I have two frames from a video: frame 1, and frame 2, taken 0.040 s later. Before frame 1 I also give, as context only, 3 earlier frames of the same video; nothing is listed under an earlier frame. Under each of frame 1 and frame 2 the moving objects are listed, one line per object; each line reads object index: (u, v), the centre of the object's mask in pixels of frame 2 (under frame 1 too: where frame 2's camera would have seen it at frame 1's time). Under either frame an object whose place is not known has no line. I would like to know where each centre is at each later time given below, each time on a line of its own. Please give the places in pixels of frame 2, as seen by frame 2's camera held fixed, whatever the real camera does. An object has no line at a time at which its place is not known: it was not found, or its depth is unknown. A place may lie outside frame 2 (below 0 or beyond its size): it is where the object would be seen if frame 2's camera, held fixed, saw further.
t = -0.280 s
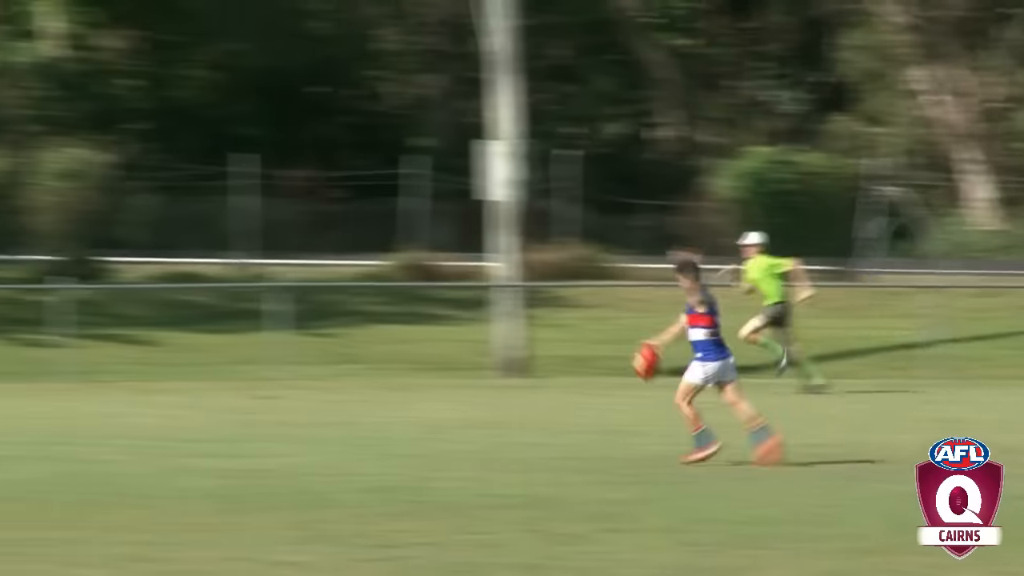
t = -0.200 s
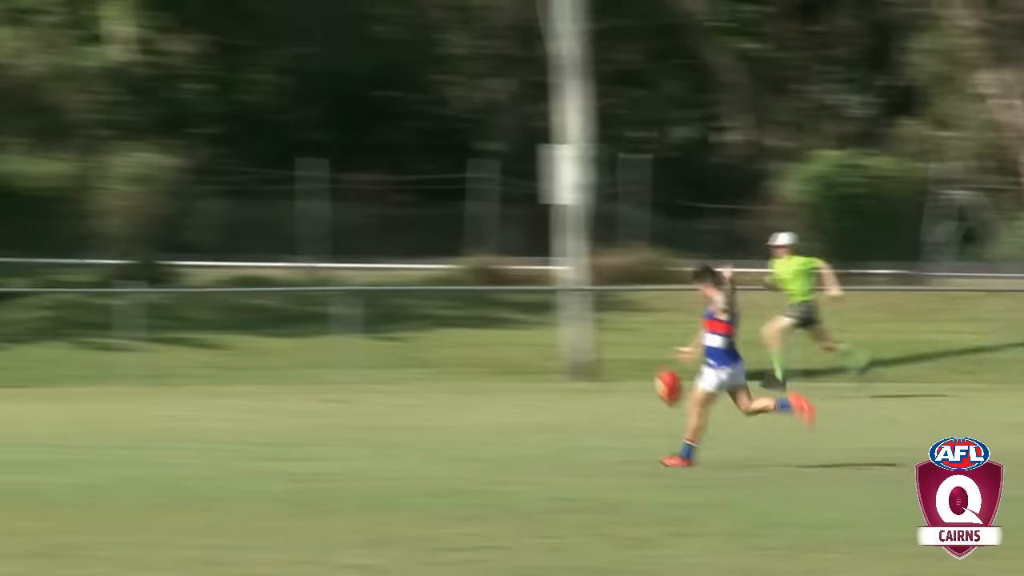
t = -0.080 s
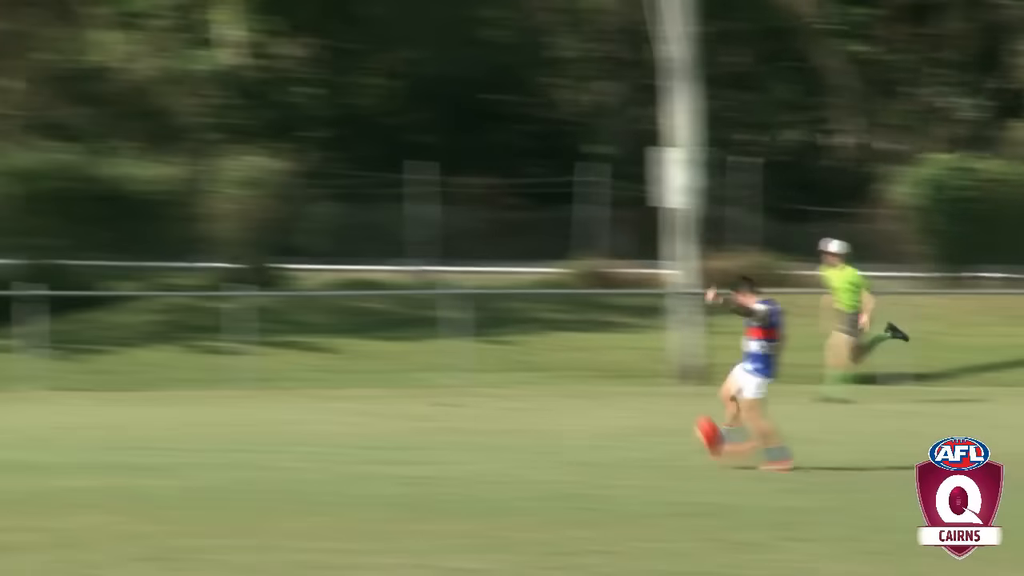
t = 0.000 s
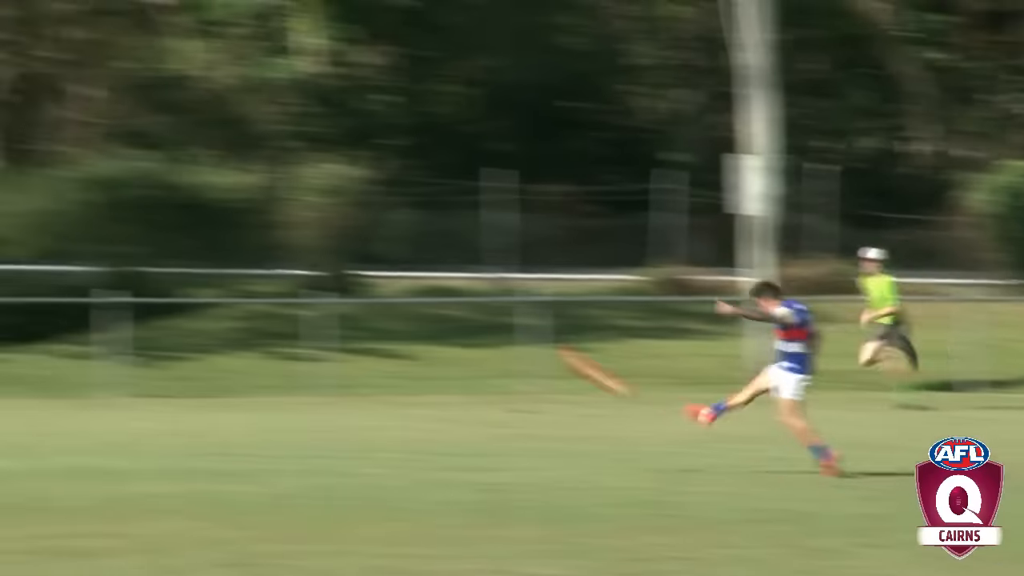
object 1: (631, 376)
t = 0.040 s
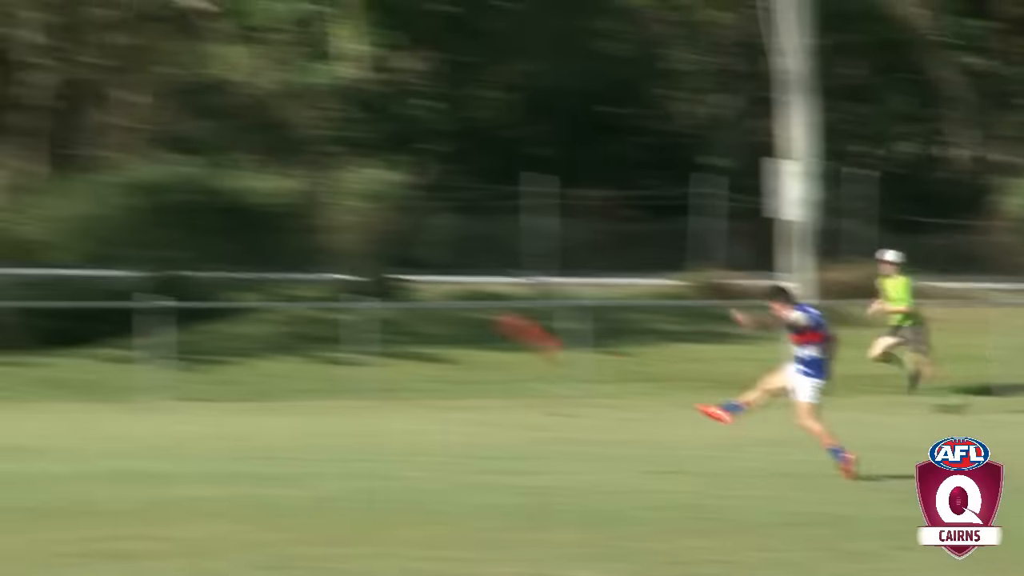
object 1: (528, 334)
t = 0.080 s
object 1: (429, 298)
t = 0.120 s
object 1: (330, 260)
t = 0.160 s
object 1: (230, 226)
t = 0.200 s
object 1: (130, 189)
